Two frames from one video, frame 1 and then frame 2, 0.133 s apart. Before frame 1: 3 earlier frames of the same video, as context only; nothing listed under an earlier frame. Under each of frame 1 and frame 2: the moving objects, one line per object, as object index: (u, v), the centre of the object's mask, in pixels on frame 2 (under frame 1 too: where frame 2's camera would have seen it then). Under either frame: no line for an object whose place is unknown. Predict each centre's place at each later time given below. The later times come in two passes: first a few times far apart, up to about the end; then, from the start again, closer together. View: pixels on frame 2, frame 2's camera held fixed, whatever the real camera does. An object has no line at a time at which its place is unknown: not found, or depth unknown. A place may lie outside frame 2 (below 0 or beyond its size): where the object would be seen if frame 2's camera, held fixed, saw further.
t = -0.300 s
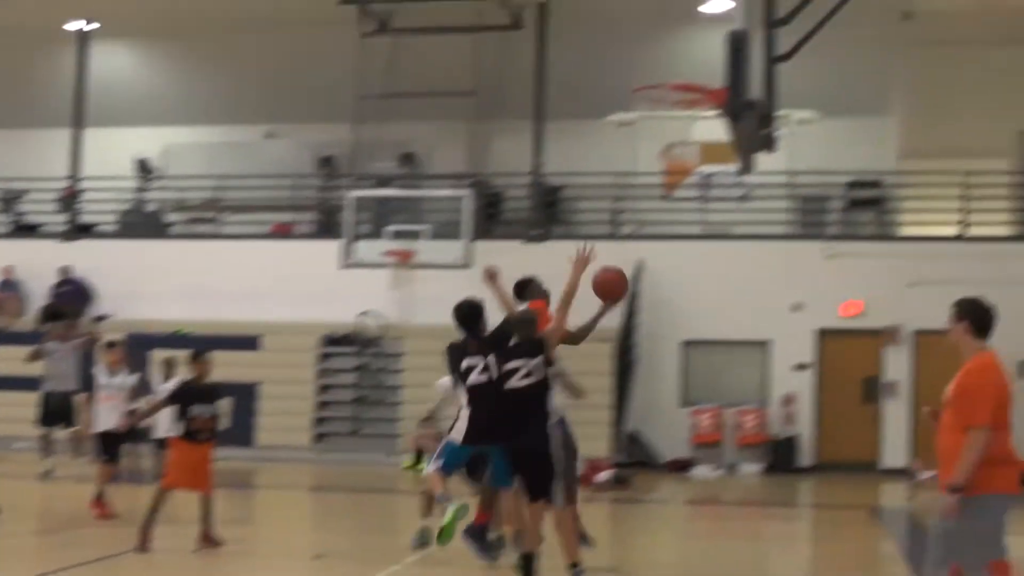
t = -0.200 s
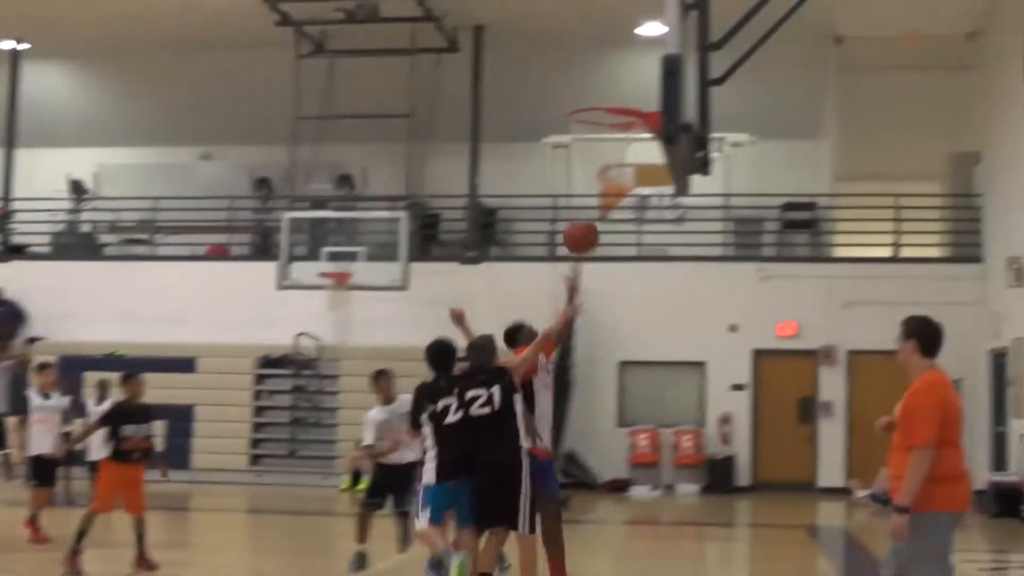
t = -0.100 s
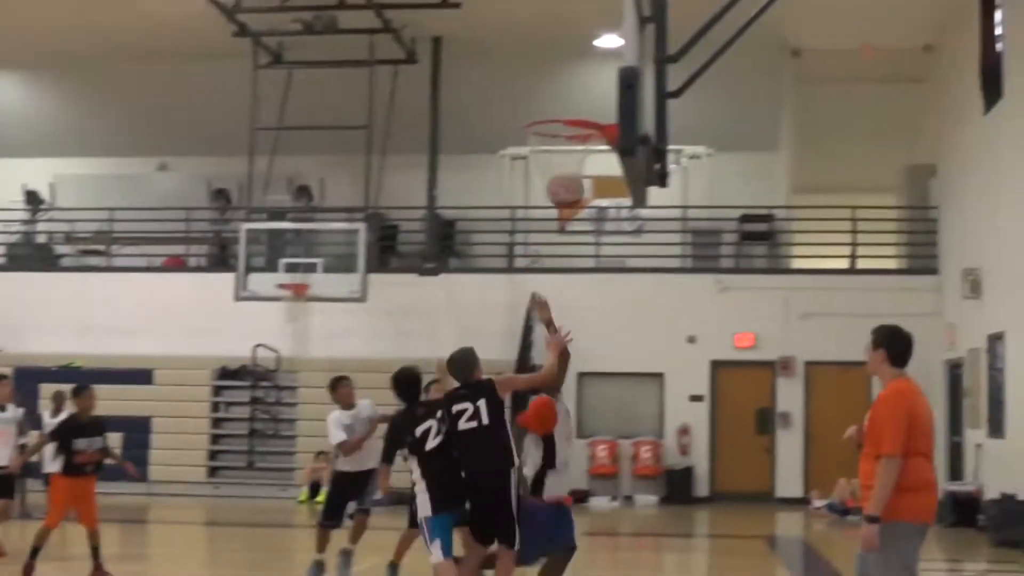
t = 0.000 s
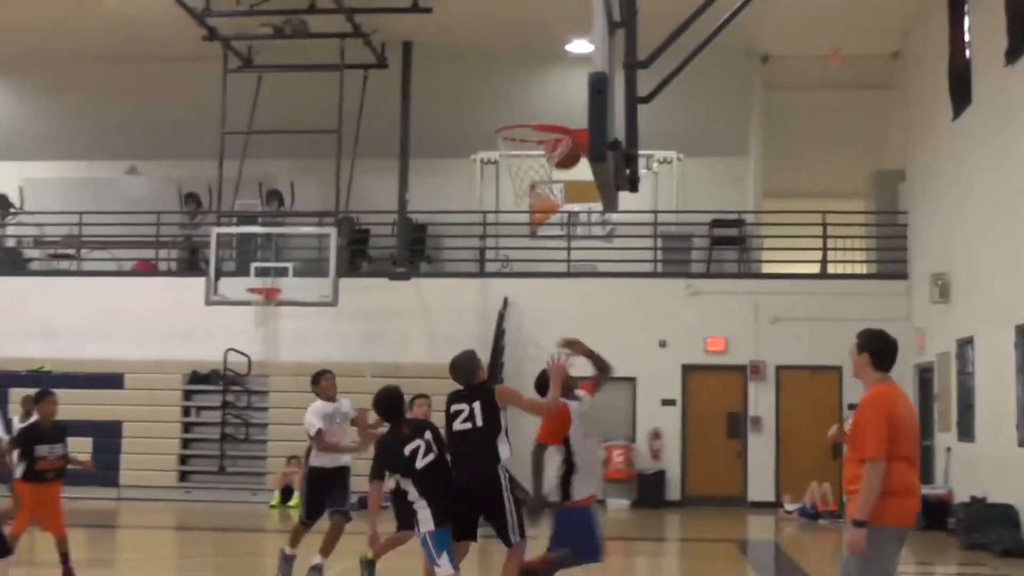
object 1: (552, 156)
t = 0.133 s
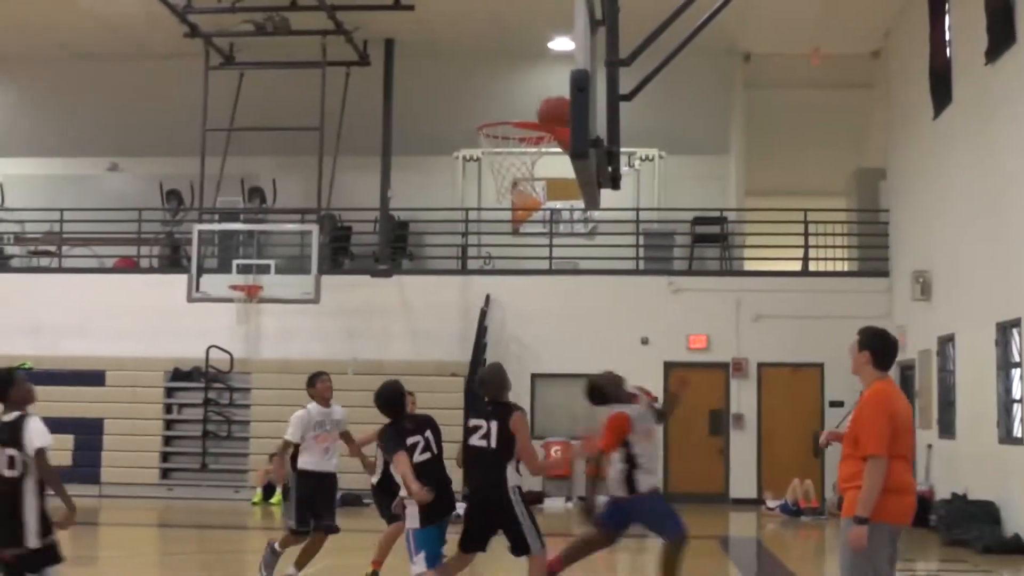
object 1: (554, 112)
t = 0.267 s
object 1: (521, 105)
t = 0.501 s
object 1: (490, 110)
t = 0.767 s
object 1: (490, 109)
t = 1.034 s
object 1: (513, 129)
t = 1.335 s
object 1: (531, 228)
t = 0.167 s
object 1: (547, 108)
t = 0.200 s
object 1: (538, 106)
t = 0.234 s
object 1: (530, 105)
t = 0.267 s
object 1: (521, 105)
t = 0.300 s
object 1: (512, 107)
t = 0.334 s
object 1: (503, 109)
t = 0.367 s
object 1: (498, 113)
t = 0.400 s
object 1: (495, 113)
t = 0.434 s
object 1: (494, 109)
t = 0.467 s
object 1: (492, 109)
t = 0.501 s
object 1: (490, 110)
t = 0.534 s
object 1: (489, 110)
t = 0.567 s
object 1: (488, 110)
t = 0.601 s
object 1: (487, 110)
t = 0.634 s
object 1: (487, 110)
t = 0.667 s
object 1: (487, 110)
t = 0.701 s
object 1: (488, 109)
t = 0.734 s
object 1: (489, 110)
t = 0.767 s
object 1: (490, 109)
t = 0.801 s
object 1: (492, 110)
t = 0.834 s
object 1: (495, 112)
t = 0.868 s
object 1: (497, 110)
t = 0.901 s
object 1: (500, 110)
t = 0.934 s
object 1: (504, 116)
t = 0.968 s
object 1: (507, 119)
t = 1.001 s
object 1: (510, 123)
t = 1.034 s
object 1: (513, 129)
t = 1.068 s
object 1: (517, 137)
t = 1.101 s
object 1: (520, 145)
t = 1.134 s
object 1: (523, 153)
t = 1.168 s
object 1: (526, 163)
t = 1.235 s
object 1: (528, 184)
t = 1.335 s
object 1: (531, 228)
